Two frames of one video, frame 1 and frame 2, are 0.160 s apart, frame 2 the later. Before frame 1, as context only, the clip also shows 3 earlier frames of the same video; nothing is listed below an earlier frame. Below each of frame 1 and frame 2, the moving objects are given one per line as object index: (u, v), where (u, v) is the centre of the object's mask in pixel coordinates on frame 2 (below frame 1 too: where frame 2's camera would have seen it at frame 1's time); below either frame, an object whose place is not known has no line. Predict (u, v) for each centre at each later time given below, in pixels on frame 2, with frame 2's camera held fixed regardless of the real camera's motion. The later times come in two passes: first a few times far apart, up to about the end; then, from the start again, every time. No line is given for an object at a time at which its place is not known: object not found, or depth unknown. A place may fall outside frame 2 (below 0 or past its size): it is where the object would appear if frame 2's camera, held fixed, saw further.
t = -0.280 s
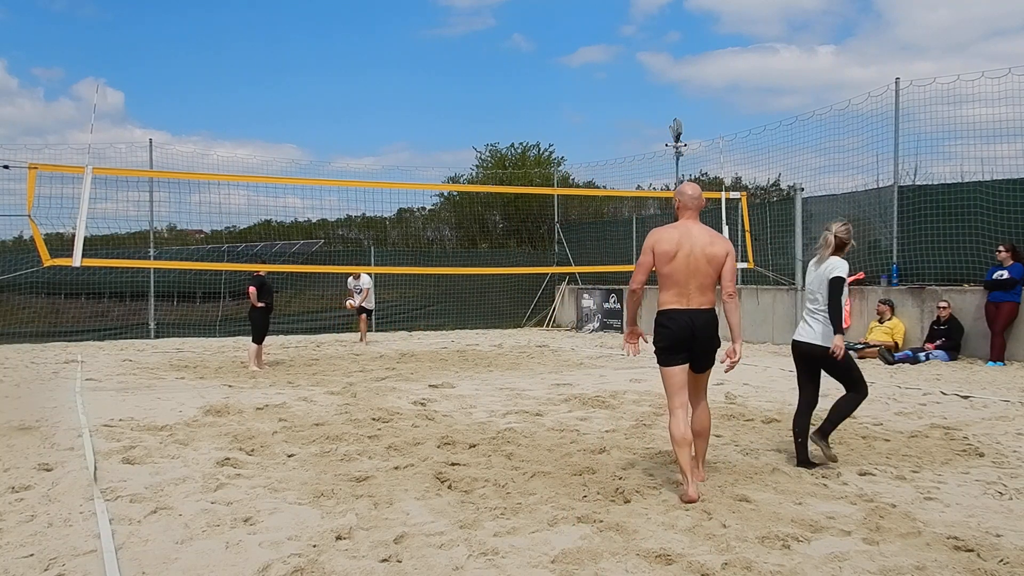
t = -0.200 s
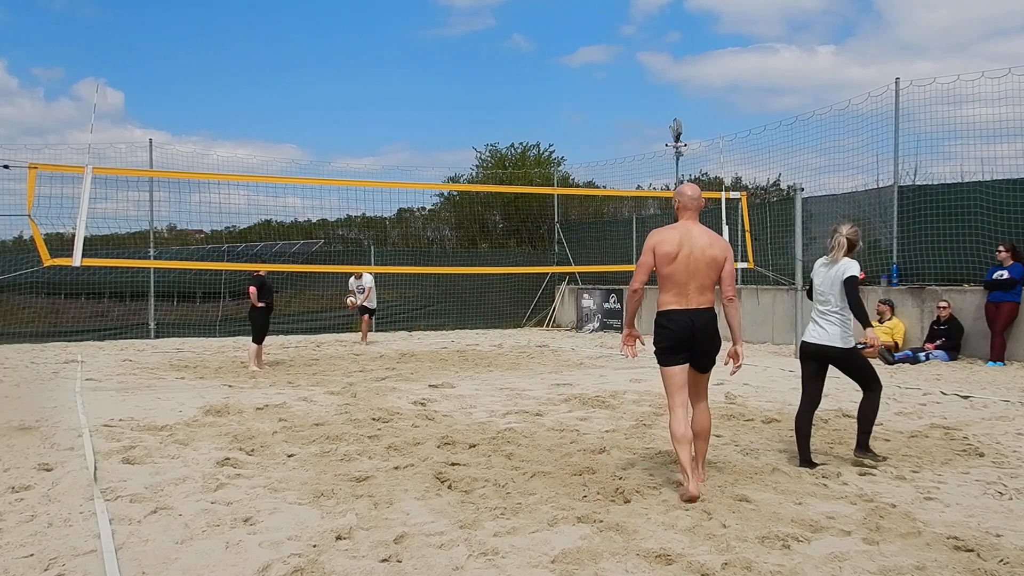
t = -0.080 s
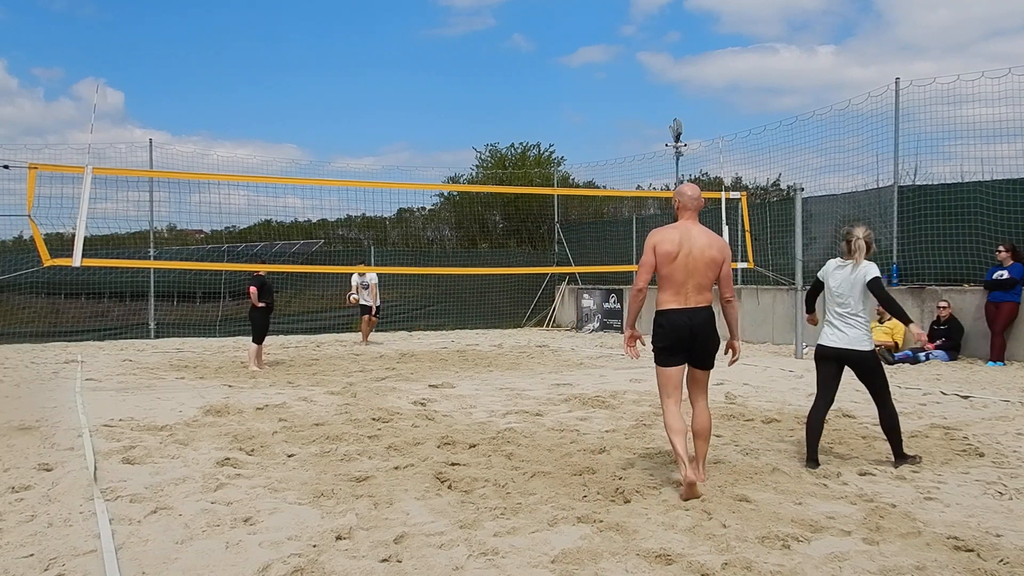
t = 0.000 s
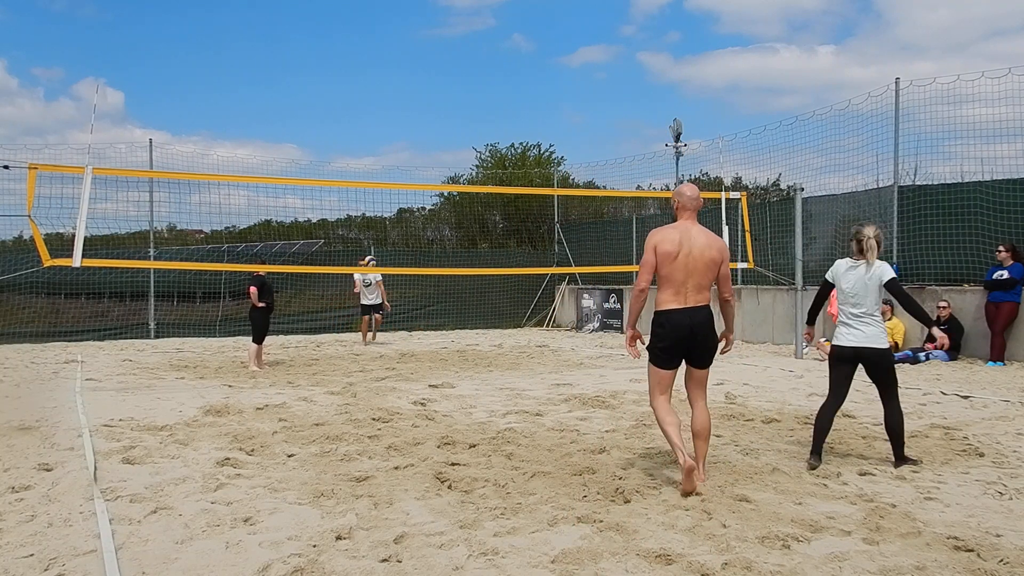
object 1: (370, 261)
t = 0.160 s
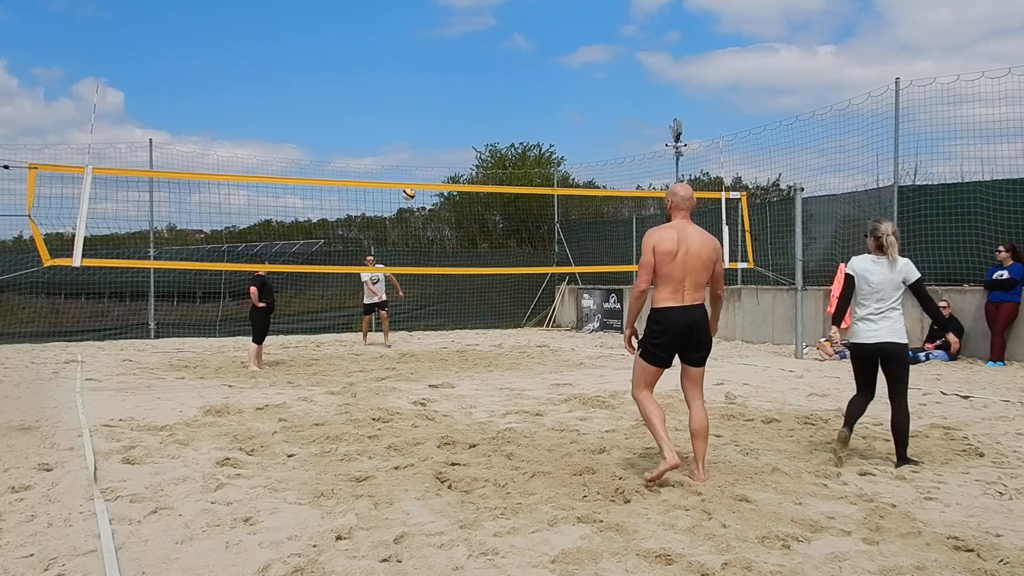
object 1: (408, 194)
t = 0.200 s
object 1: (418, 177)
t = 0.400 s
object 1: (475, 104)
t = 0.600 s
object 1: (542, 44)
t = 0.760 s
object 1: (604, 7)
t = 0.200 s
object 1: (418, 177)
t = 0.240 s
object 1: (429, 162)
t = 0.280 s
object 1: (440, 147)
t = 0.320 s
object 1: (451, 132)
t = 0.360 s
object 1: (463, 118)
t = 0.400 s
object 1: (475, 104)
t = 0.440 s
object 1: (488, 91)
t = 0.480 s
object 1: (501, 78)
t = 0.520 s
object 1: (514, 66)
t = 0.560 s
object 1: (528, 54)
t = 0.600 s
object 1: (542, 44)
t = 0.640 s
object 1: (557, 33)
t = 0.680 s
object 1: (572, 24)
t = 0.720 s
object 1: (588, 15)
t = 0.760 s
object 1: (604, 7)
